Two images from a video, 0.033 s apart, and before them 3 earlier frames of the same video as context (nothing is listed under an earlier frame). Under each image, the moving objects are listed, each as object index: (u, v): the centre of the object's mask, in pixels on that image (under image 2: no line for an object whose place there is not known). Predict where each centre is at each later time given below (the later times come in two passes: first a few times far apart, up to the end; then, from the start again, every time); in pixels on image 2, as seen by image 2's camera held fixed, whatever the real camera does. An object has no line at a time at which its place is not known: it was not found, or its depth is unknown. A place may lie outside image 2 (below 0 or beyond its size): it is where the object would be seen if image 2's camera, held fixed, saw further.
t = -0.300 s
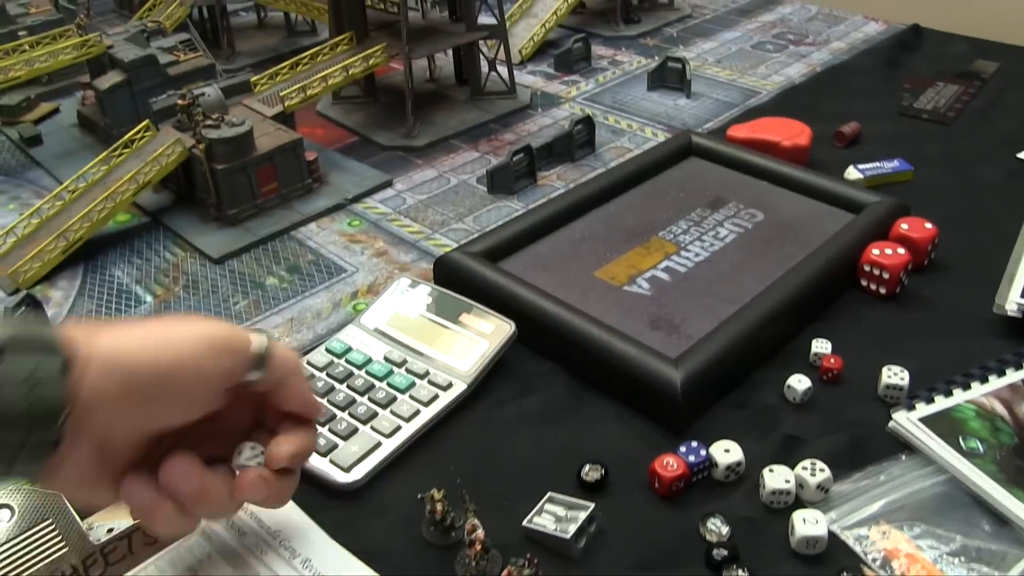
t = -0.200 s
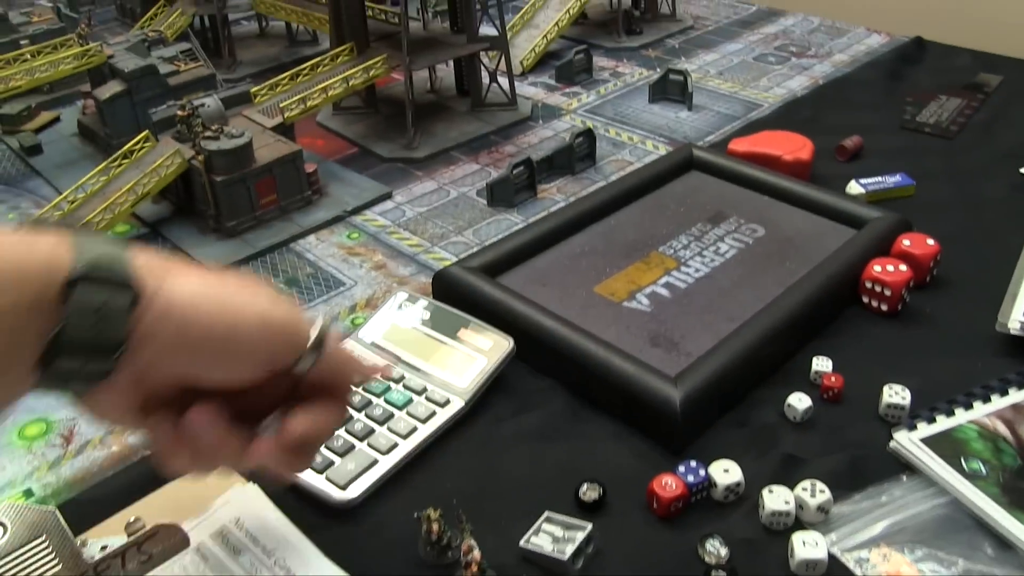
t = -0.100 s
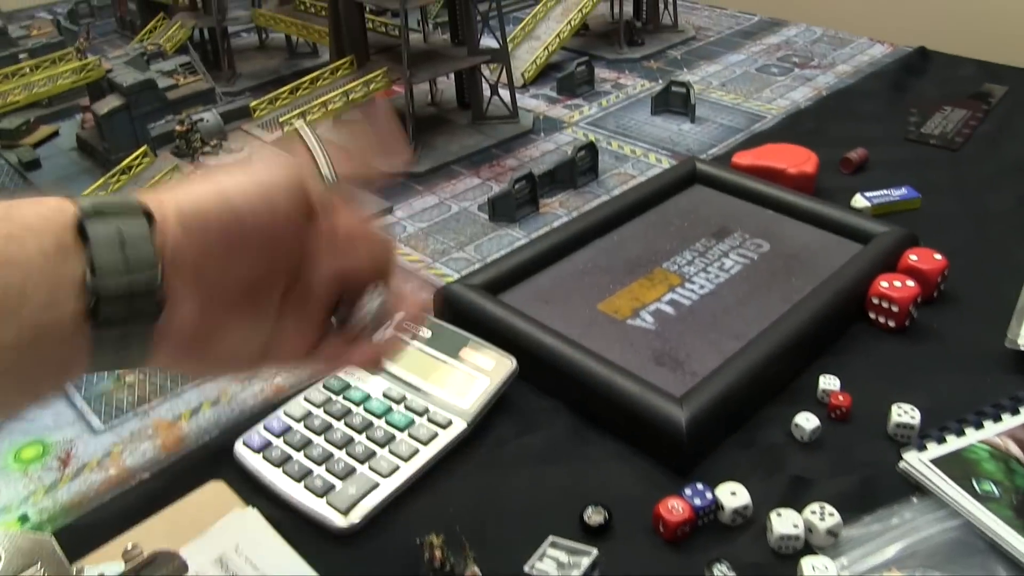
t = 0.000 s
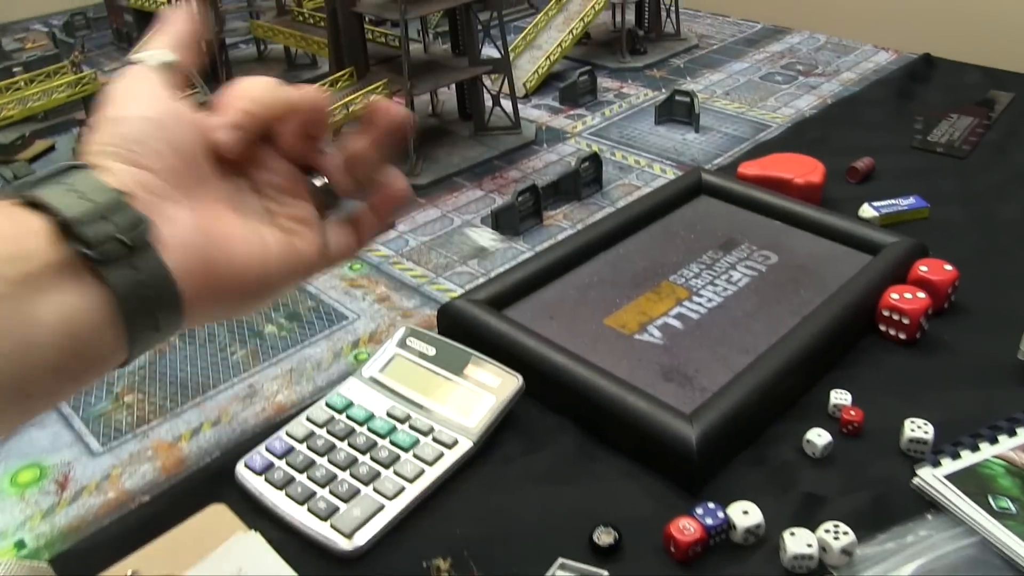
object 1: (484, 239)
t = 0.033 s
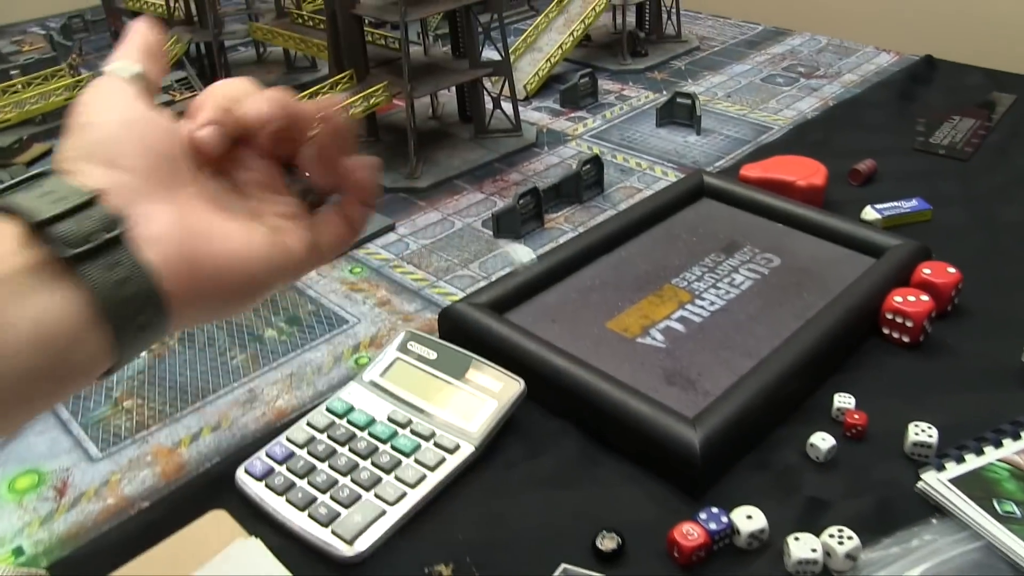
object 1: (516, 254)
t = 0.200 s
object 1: (659, 267)
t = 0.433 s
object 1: (780, 230)
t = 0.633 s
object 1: (788, 232)
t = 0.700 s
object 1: (787, 231)
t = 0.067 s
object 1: (549, 282)
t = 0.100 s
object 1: (577, 321)
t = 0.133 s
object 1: (604, 316)
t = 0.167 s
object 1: (634, 282)
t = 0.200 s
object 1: (659, 267)
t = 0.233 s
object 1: (682, 260)
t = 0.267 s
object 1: (702, 267)
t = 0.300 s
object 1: (721, 256)
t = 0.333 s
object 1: (740, 249)
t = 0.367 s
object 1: (756, 240)
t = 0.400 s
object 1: (769, 235)
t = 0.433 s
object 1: (780, 230)
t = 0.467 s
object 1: (790, 224)
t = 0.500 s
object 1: (790, 225)
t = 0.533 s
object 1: (787, 228)
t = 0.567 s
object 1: (785, 230)
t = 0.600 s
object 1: (786, 231)
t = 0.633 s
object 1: (788, 232)
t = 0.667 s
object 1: (788, 232)
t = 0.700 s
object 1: (787, 231)
